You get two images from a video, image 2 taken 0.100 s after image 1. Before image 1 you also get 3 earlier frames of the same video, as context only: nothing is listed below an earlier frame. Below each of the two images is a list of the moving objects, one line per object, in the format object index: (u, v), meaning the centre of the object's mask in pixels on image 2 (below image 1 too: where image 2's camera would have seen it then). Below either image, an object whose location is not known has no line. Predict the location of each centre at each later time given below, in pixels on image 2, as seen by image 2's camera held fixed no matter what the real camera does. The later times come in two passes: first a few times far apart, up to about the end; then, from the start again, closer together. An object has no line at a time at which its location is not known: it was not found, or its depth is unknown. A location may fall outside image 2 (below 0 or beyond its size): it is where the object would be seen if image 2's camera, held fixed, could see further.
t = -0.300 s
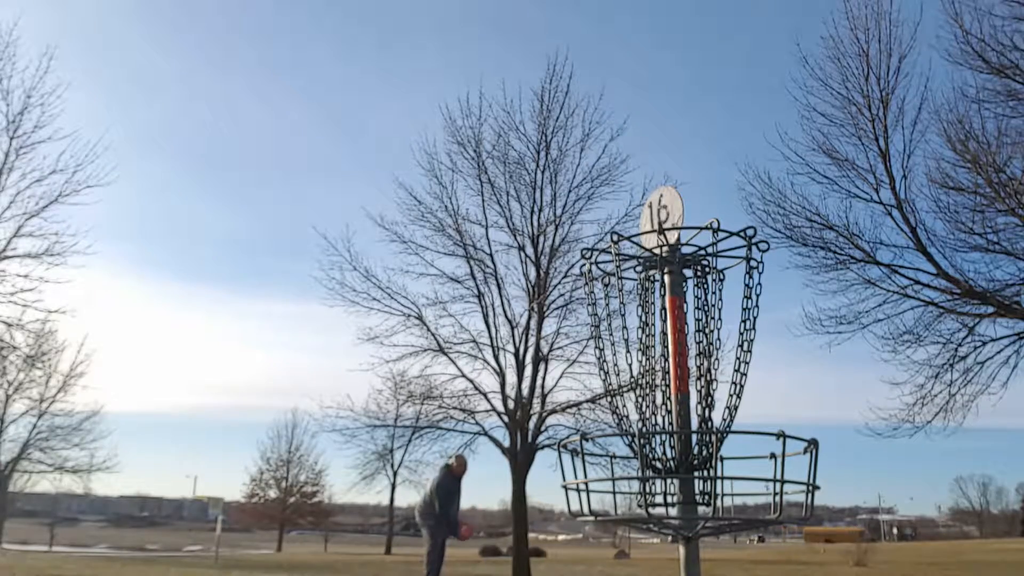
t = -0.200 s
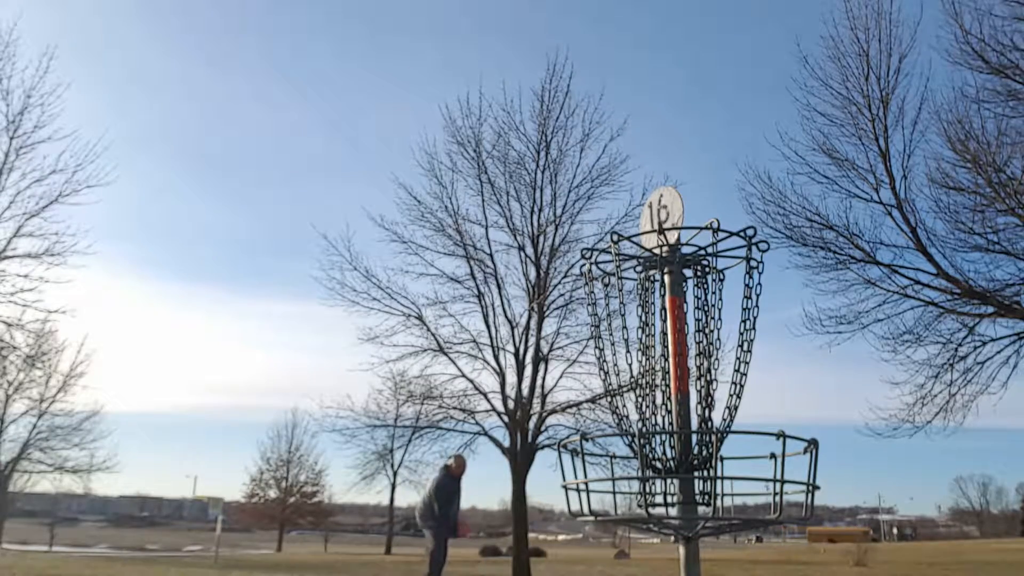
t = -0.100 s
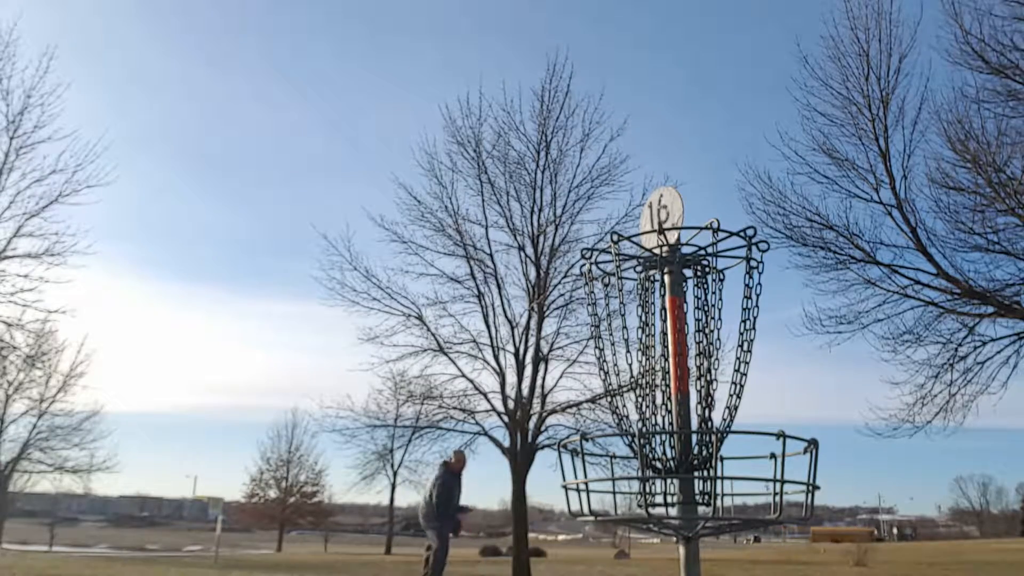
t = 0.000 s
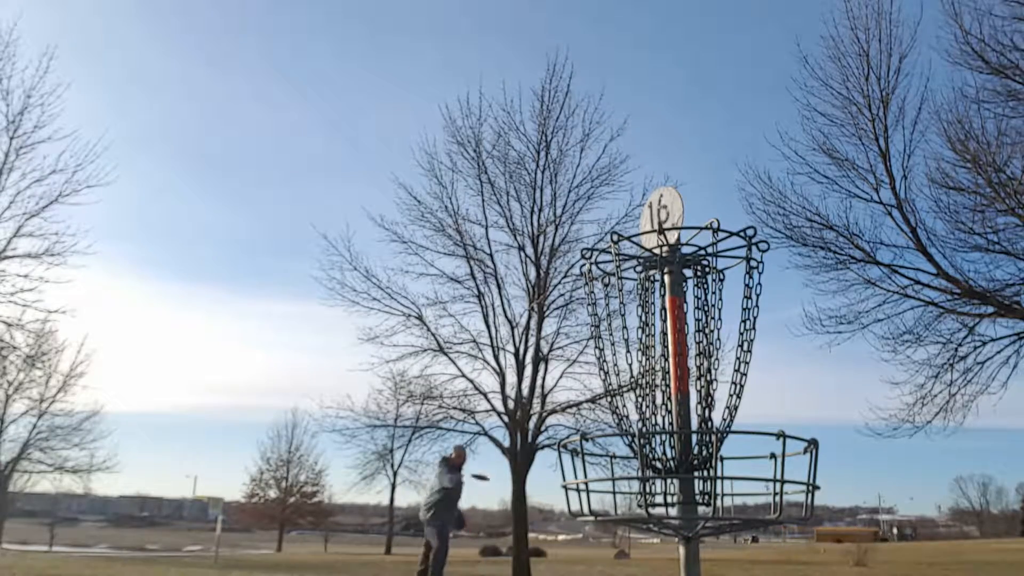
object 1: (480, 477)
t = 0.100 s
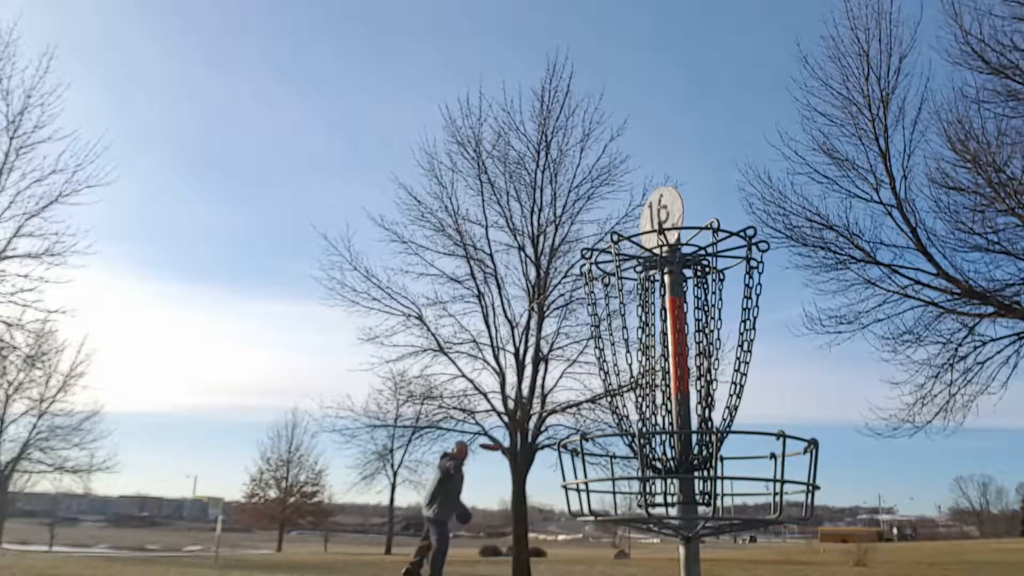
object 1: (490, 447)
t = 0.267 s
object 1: (511, 407)
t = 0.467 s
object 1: (547, 366)
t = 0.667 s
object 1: (641, 336)
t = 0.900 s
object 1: (691, 372)
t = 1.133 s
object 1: (651, 490)
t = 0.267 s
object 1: (511, 407)
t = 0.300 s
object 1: (514, 399)
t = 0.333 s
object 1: (516, 393)
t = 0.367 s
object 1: (524, 385)
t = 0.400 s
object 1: (530, 378)
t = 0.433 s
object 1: (538, 372)
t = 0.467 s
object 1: (547, 366)
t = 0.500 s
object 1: (557, 359)
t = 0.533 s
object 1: (570, 354)
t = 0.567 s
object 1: (584, 349)
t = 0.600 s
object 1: (601, 344)
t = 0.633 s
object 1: (623, 339)
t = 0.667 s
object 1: (641, 336)
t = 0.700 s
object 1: (661, 336)
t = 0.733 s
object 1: (667, 341)
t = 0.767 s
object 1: (681, 340)
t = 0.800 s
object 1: (684, 348)
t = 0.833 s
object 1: (686, 354)
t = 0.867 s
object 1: (689, 363)
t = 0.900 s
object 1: (691, 372)
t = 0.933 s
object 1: (688, 383)
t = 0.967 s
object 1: (684, 400)
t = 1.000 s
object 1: (671, 415)
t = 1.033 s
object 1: (660, 436)
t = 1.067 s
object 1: (655, 452)
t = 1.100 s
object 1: (653, 469)
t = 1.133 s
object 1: (651, 490)
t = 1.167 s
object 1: (656, 497)
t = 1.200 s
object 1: (659, 494)
